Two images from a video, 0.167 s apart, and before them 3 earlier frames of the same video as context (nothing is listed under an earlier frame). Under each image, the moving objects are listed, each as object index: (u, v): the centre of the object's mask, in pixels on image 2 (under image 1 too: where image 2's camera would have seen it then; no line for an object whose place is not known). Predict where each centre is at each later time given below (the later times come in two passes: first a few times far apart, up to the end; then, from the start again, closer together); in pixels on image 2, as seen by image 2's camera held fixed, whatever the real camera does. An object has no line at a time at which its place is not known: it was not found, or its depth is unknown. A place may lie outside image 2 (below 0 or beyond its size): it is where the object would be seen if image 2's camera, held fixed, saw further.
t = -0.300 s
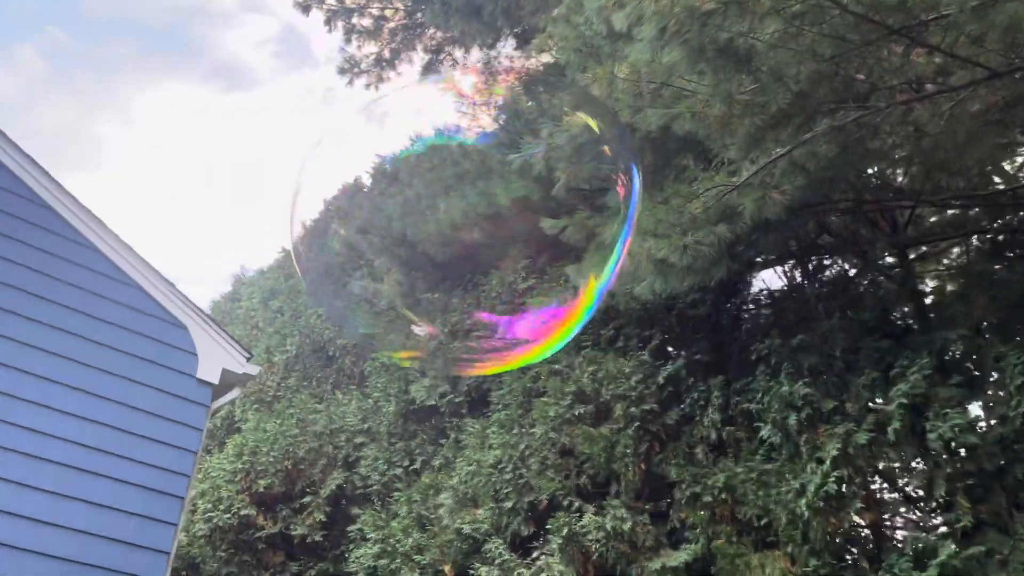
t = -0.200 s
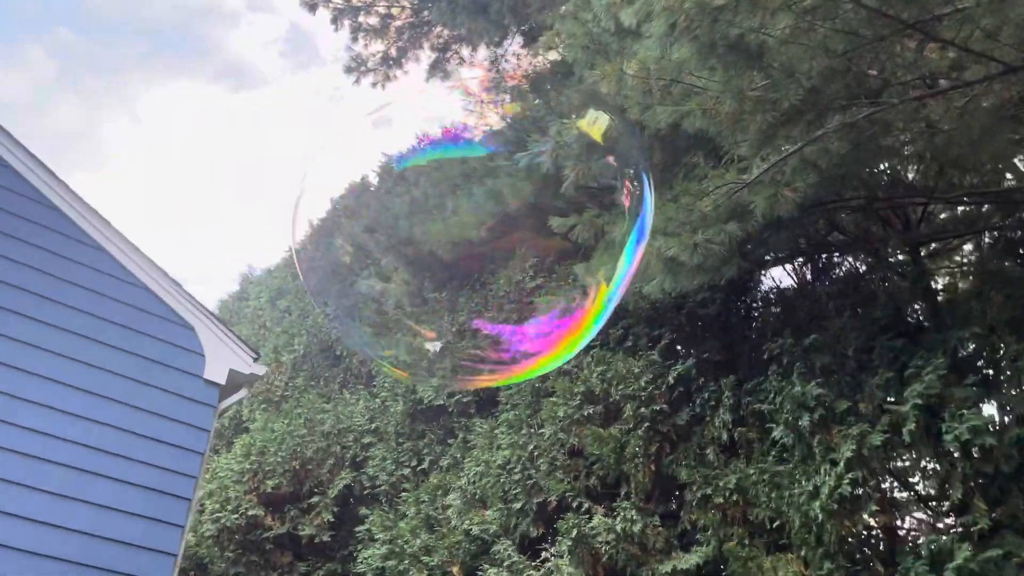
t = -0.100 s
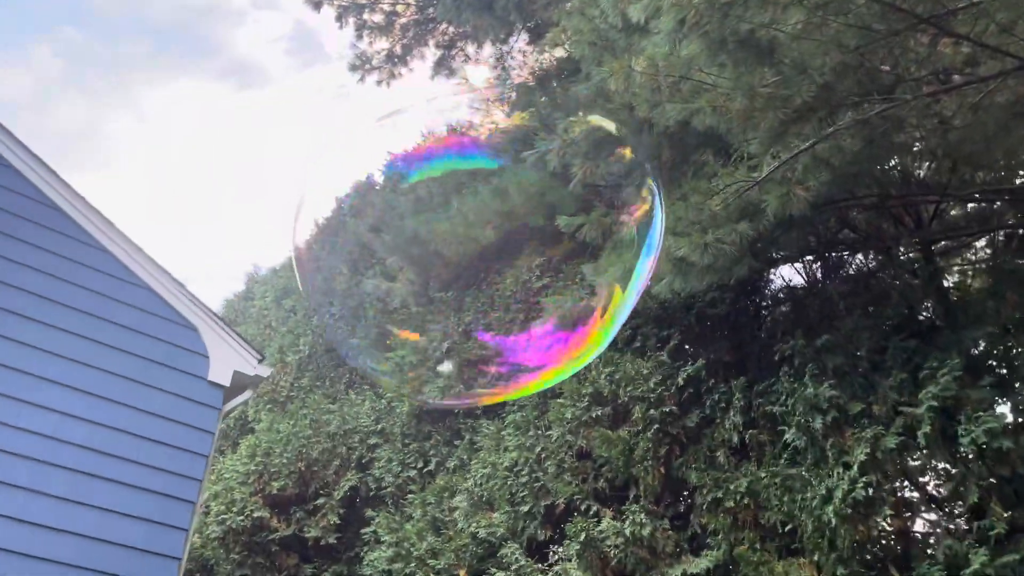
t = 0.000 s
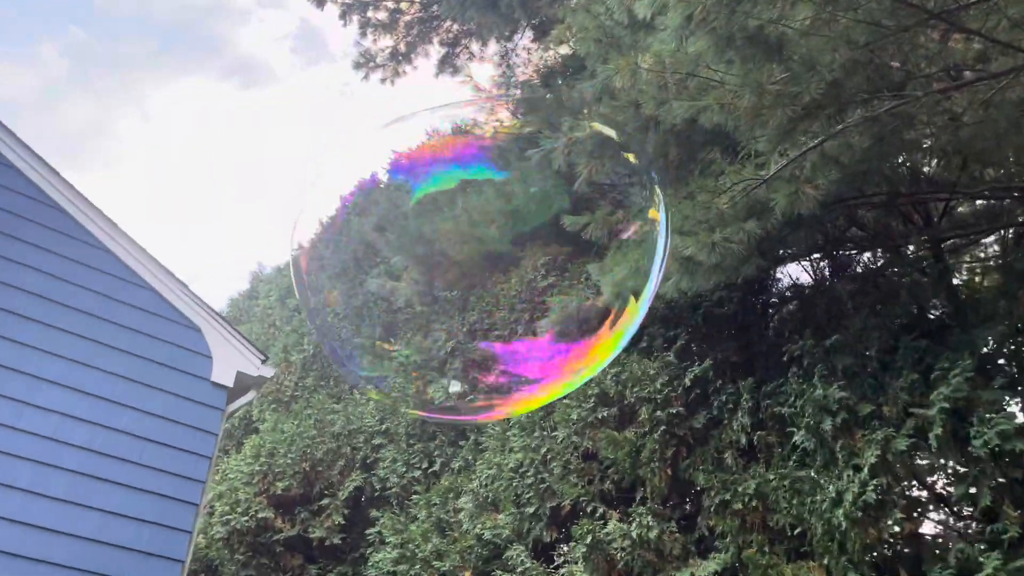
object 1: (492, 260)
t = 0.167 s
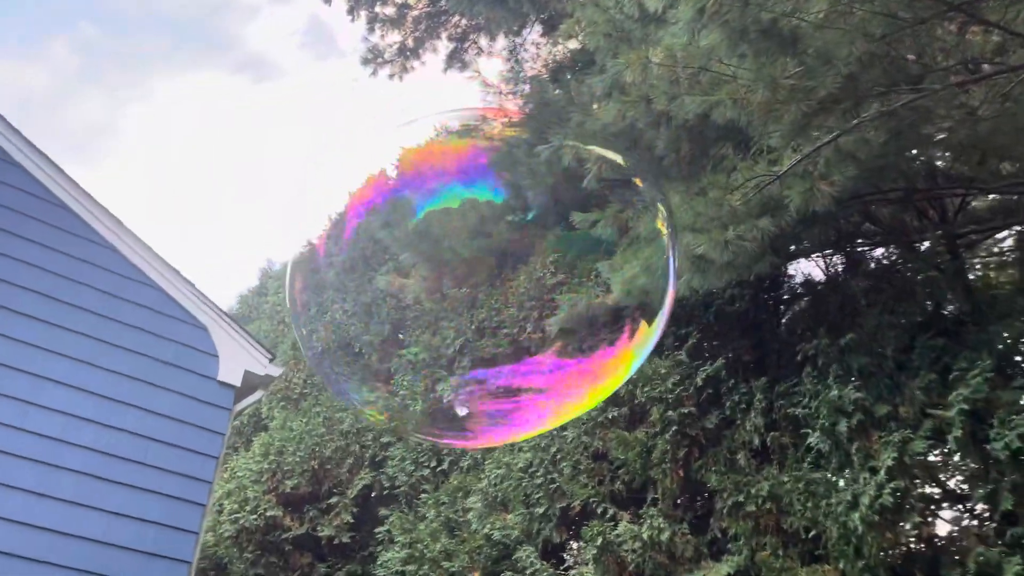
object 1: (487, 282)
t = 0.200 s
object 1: (486, 284)
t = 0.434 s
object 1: (474, 305)
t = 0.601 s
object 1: (467, 316)
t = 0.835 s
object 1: (460, 333)
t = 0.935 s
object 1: (458, 342)
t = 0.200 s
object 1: (486, 284)
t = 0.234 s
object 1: (484, 288)
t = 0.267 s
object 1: (482, 291)
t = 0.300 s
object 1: (480, 294)
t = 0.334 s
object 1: (479, 296)
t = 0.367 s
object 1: (477, 299)
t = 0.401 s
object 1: (475, 302)
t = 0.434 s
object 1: (474, 305)
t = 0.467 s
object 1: (472, 307)
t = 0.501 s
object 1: (471, 309)
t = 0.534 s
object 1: (469, 311)
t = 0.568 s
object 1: (468, 314)
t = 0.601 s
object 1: (467, 316)
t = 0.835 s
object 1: (460, 333)
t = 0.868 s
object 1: (460, 336)
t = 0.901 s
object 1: (459, 339)
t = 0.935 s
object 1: (458, 342)
